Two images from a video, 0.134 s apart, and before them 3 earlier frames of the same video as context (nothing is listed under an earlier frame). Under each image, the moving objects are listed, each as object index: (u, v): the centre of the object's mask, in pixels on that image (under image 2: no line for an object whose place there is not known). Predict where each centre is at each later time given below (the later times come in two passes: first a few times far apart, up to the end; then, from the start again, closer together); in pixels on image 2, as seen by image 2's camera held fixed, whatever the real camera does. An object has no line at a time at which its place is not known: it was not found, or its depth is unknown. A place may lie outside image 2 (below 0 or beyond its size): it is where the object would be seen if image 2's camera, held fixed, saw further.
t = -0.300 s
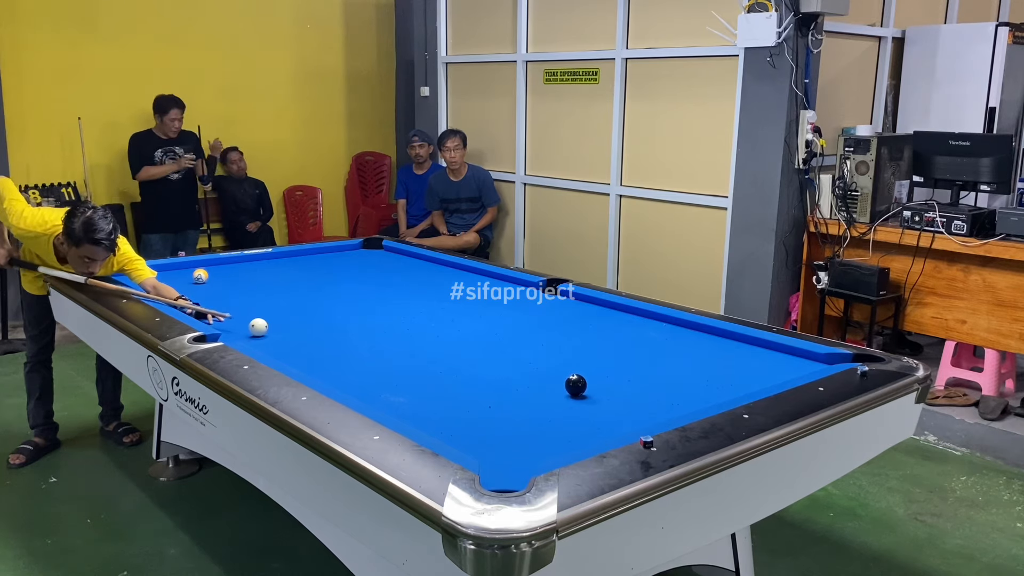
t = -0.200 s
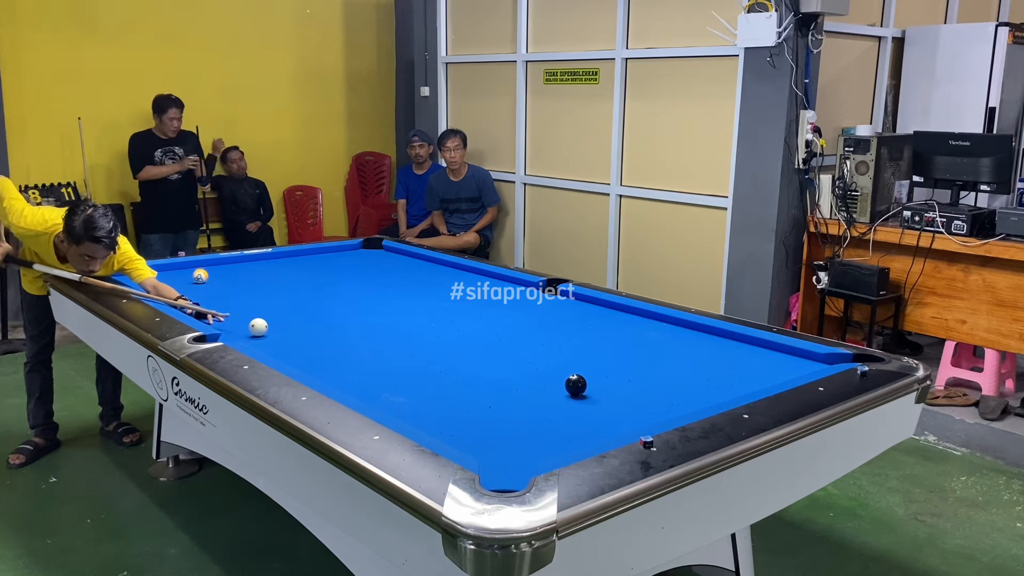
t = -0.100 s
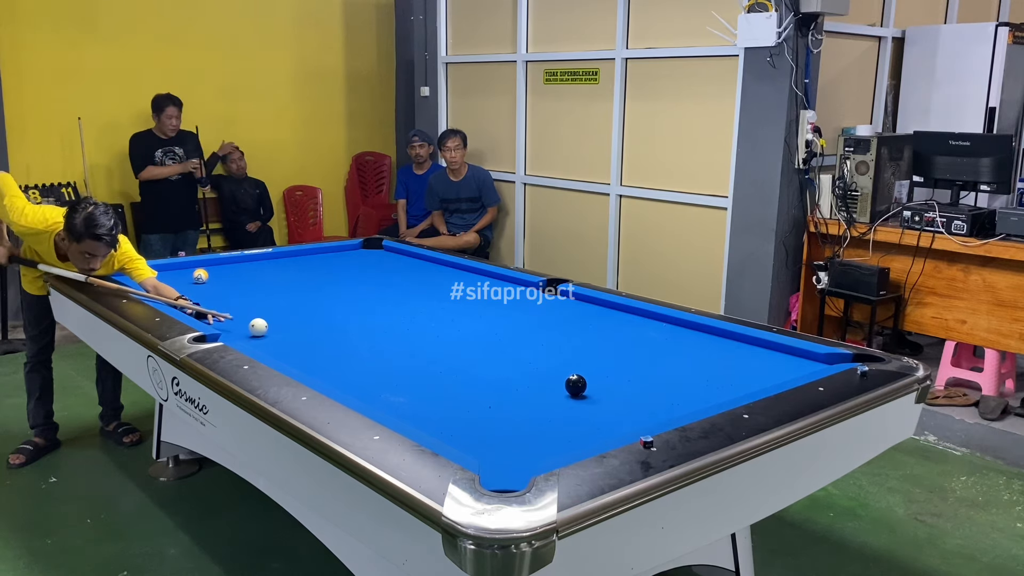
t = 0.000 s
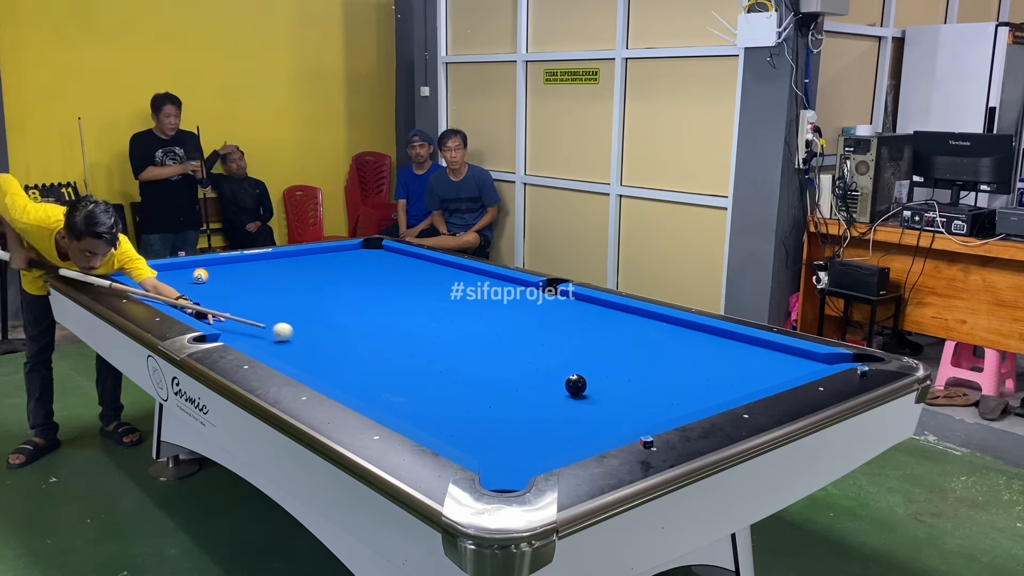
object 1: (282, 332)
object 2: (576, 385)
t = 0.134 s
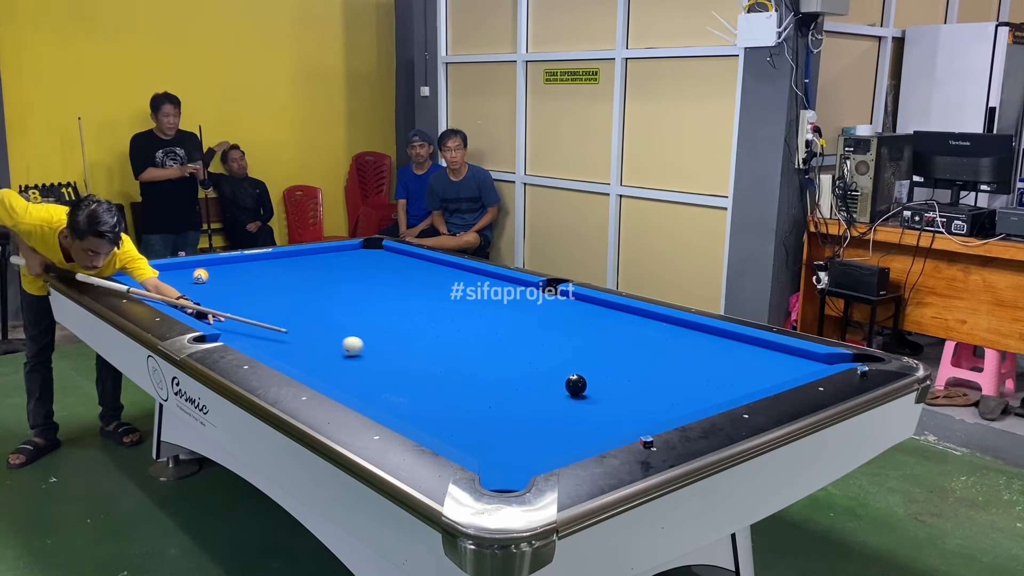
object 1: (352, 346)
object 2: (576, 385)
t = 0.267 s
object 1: (422, 360)
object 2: (576, 385)
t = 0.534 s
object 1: (569, 395)
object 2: (588, 383)
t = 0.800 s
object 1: (603, 414)
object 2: (649, 376)
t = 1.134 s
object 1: (512, 383)
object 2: (716, 367)
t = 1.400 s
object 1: (453, 363)
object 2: (763, 361)
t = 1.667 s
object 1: (402, 346)
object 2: (805, 355)
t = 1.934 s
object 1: (358, 331)
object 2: (796, 362)
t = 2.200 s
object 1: (320, 318)
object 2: (786, 369)
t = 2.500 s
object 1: (283, 306)
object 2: (774, 375)
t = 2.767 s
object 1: (255, 296)
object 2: (763, 380)
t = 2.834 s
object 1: (249, 293)
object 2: (760, 381)
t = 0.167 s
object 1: (370, 350)
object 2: (576, 385)
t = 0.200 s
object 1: (387, 353)
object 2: (576, 385)
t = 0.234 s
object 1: (404, 357)
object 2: (576, 385)
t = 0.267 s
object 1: (422, 360)
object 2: (576, 385)
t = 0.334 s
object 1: (460, 368)
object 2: (576, 385)
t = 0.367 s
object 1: (479, 372)
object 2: (576, 385)
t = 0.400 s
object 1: (498, 376)
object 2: (576, 385)
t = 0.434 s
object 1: (519, 380)
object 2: (576, 385)
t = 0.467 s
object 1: (539, 385)
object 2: (576, 385)
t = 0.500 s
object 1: (558, 389)
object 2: (578, 385)
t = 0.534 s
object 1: (569, 395)
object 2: (588, 383)
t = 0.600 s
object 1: (595, 408)
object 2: (605, 381)
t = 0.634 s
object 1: (609, 414)
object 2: (613, 380)
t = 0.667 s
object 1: (625, 420)
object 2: (620, 379)
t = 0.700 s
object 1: (638, 423)
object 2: (628, 379)
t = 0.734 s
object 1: (627, 422)
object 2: (635, 378)
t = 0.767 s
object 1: (615, 418)
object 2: (642, 377)
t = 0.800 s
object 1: (603, 414)
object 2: (649, 376)
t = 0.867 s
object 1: (583, 407)
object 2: (663, 374)
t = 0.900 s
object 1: (574, 404)
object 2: (670, 373)
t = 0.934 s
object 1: (565, 401)
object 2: (677, 372)
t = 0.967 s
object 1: (555, 398)
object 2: (683, 371)
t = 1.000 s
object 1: (546, 395)
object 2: (690, 371)
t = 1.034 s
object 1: (537, 392)
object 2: (697, 370)
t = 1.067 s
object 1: (529, 389)
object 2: (703, 369)
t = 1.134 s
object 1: (512, 383)
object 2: (716, 367)
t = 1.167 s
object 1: (504, 380)
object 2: (722, 366)
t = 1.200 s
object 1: (496, 378)
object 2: (728, 366)
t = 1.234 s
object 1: (489, 375)
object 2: (734, 365)
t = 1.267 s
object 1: (481, 373)
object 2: (740, 364)
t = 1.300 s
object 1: (474, 370)
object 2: (746, 363)
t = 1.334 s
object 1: (467, 368)
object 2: (752, 363)
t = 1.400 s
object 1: (453, 363)
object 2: (763, 361)
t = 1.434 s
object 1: (446, 361)
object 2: (769, 360)
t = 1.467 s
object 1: (439, 358)
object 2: (774, 360)
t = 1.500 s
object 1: (433, 356)
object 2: (780, 359)
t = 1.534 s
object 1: (426, 354)
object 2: (785, 358)
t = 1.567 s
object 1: (420, 352)
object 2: (791, 357)
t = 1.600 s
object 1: (414, 350)
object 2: (796, 357)
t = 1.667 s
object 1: (402, 346)
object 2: (805, 355)
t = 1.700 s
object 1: (396, 344)
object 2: (805, 356)
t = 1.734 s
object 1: (391, 342)
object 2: (804, 357)
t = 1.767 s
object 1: (385, 340)
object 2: (803, 358)
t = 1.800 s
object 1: (380, 338)
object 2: (801, 359)
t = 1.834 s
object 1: (374, 336)
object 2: (800, 359)
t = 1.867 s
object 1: (369, 335)
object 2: (799, 360)
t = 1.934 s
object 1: (358, 331)
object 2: (796, 362)
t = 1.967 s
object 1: (354, 329)
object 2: (795, 363)
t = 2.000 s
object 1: (349, 328)
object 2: (794, 364)
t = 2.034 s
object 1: (343, 326)
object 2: (793, 365)
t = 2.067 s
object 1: (339, 325)
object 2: (791, 366)
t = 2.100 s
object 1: (334, 323)
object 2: (790, 366)
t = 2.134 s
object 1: (329, 321)
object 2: (788, 367)
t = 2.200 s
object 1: (320, 318)
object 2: (786, 369)
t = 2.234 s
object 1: (316, 317)
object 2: (784, 370)
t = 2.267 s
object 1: (312, 315)
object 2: (783, 370)
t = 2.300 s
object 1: (307, 314)
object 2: (782, 371)
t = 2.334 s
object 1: (303, 312)
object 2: (780, 372)
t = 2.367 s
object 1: (299, 311)
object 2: (779, 372)
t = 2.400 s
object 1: (295, 310)
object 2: (778, 373)
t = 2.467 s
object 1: (287, 307)
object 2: (775, 375)
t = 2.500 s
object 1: (283, 306)
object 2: (774, 375)
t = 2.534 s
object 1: (280, 304)
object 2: (772, 376)
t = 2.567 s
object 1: (276, 303)
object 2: (771, 376)
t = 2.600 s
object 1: (272, 302)
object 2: (769, 377)
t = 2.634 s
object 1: (269, 300)
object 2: (768, 378)
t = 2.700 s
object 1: (262, 298)
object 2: (765, 379)
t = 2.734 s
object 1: (258, 297)
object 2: (764, 379)
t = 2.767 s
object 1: (255, 296)
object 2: (763, 380)
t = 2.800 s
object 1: (252, 294)
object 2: (761, 381)
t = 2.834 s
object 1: (249, 293)
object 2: (760, 381)
